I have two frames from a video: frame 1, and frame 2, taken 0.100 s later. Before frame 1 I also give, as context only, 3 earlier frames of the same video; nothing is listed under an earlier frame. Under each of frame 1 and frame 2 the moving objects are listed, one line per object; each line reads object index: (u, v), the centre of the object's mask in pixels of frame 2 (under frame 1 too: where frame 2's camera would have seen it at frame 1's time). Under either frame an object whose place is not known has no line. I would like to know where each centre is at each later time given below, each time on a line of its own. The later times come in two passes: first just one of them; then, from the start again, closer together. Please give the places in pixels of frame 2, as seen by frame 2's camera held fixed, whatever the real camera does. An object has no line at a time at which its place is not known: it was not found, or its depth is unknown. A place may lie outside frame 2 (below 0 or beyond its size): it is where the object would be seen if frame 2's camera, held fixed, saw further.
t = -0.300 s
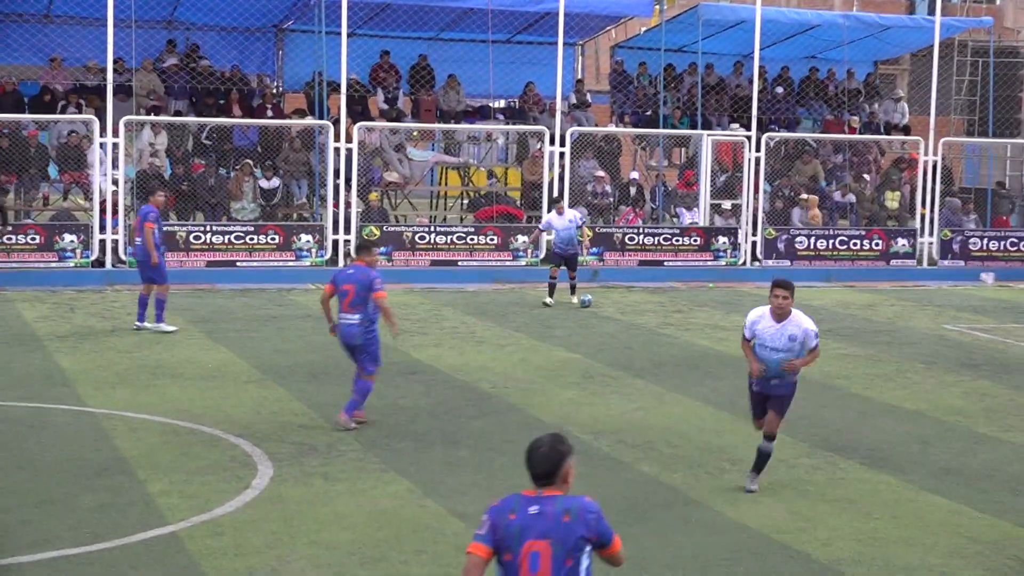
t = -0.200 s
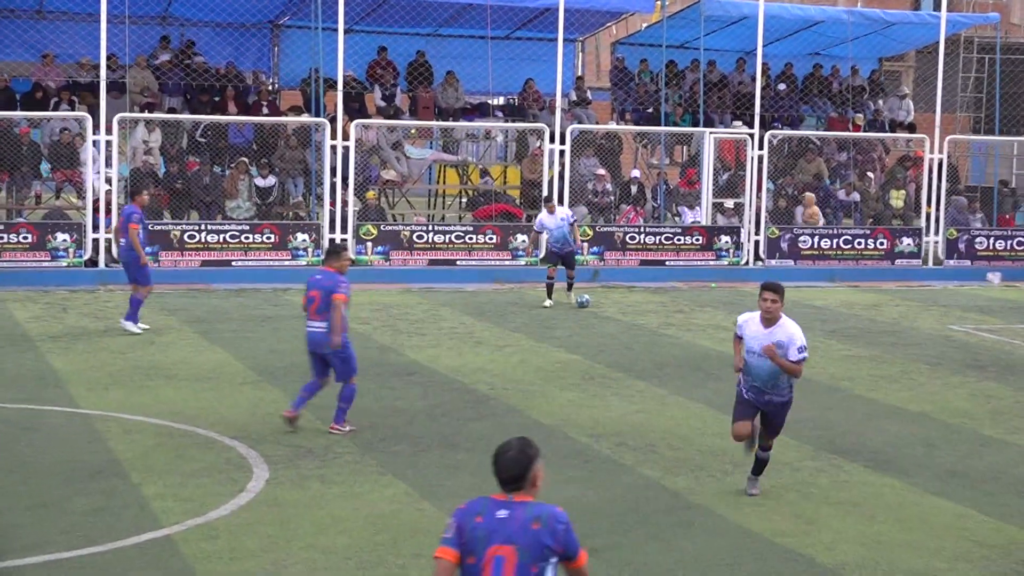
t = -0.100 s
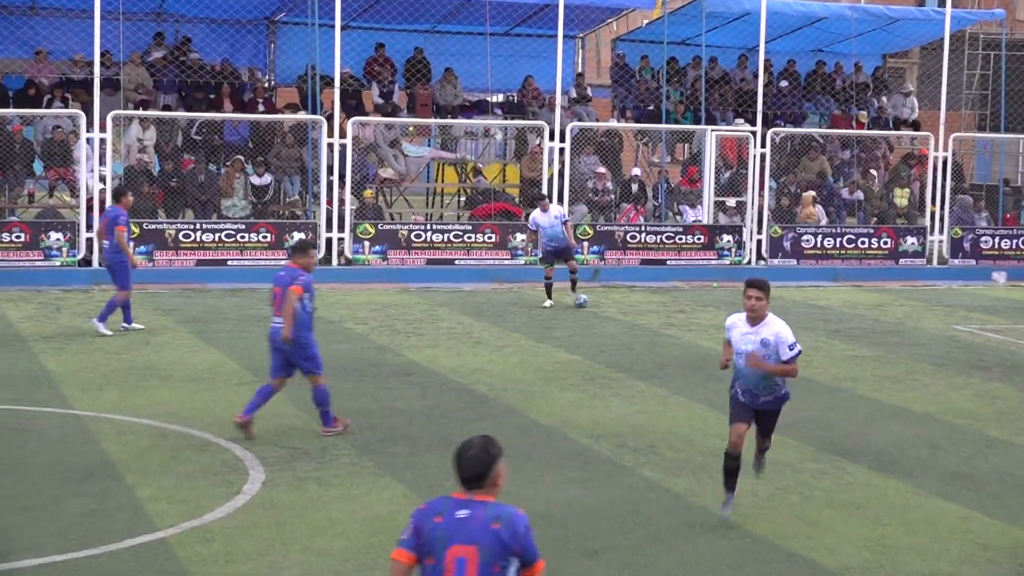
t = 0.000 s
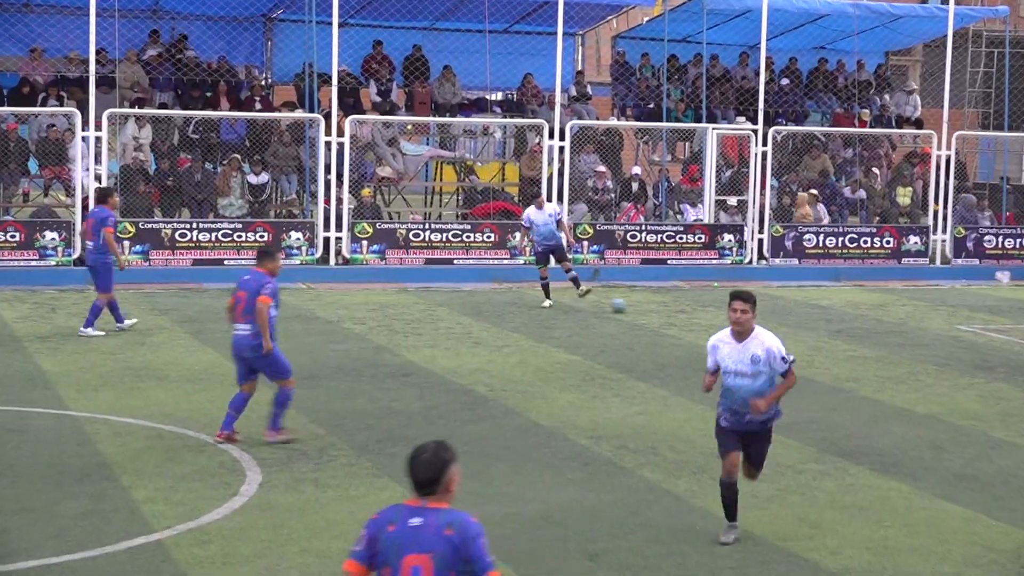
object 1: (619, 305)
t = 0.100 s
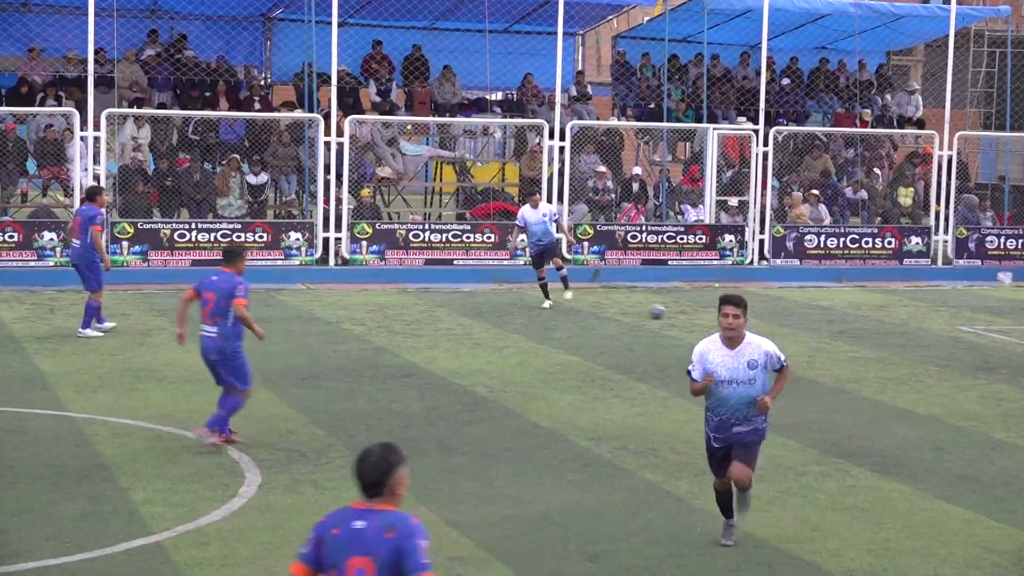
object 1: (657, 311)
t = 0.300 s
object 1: (730, 319)
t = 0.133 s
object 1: (669, 312)
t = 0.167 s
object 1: (682, 314)
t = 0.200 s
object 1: (698, 316)
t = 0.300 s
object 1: (730, 319)
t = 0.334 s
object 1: (740, 321)
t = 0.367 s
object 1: (747, 320)
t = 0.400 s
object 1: (756, 321)
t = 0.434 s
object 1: (766, 323)
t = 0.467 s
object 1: (773, 326)
